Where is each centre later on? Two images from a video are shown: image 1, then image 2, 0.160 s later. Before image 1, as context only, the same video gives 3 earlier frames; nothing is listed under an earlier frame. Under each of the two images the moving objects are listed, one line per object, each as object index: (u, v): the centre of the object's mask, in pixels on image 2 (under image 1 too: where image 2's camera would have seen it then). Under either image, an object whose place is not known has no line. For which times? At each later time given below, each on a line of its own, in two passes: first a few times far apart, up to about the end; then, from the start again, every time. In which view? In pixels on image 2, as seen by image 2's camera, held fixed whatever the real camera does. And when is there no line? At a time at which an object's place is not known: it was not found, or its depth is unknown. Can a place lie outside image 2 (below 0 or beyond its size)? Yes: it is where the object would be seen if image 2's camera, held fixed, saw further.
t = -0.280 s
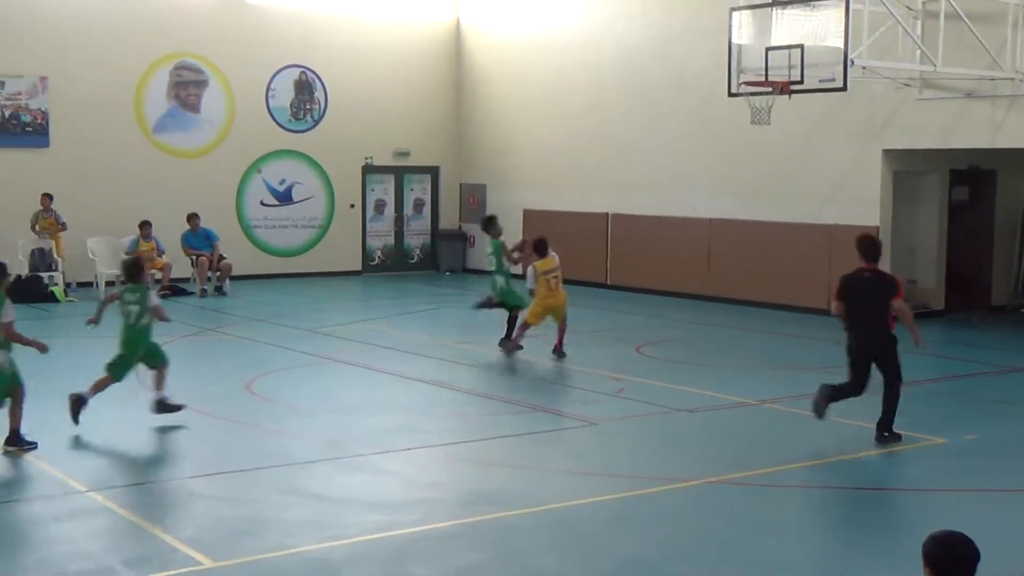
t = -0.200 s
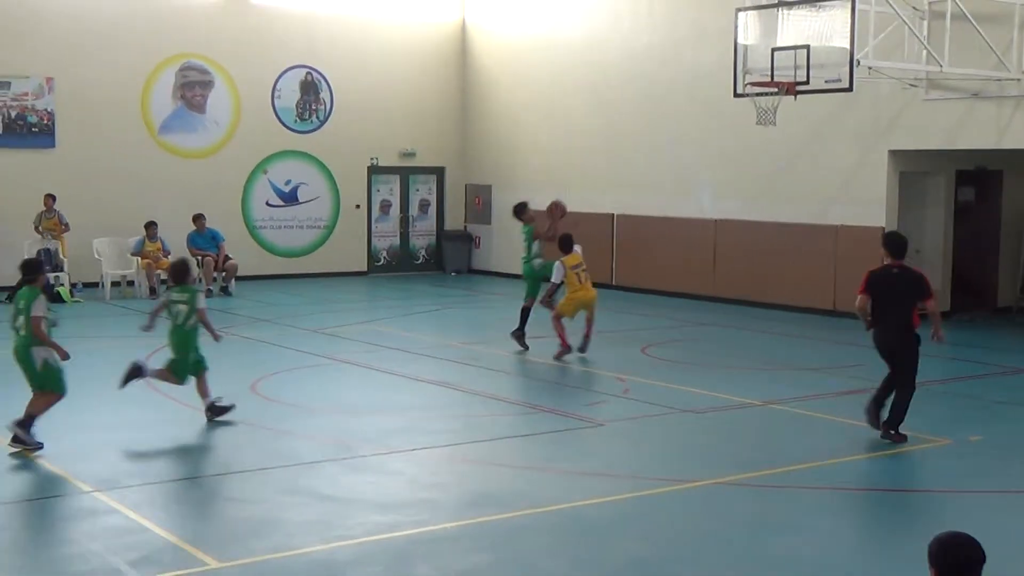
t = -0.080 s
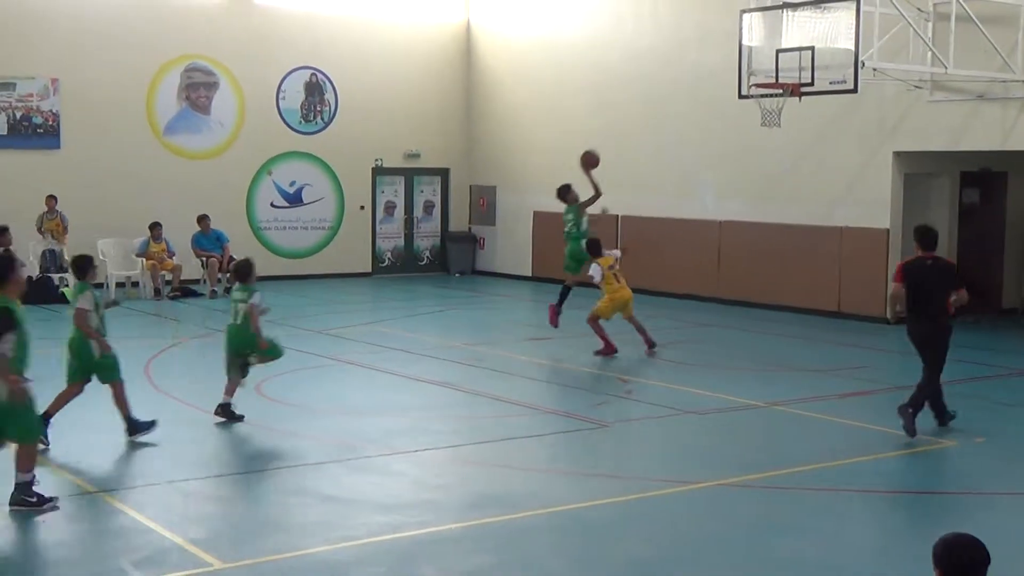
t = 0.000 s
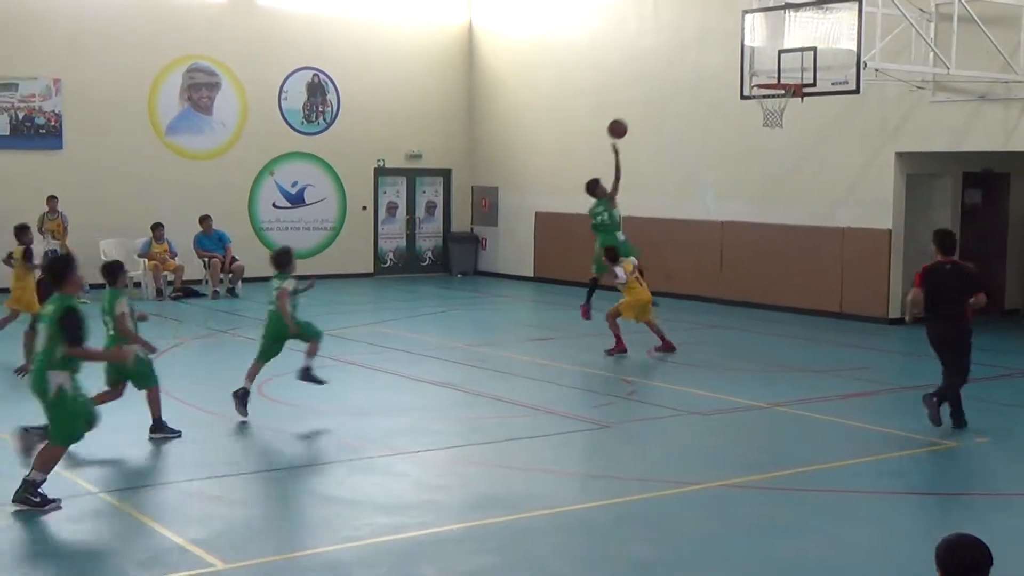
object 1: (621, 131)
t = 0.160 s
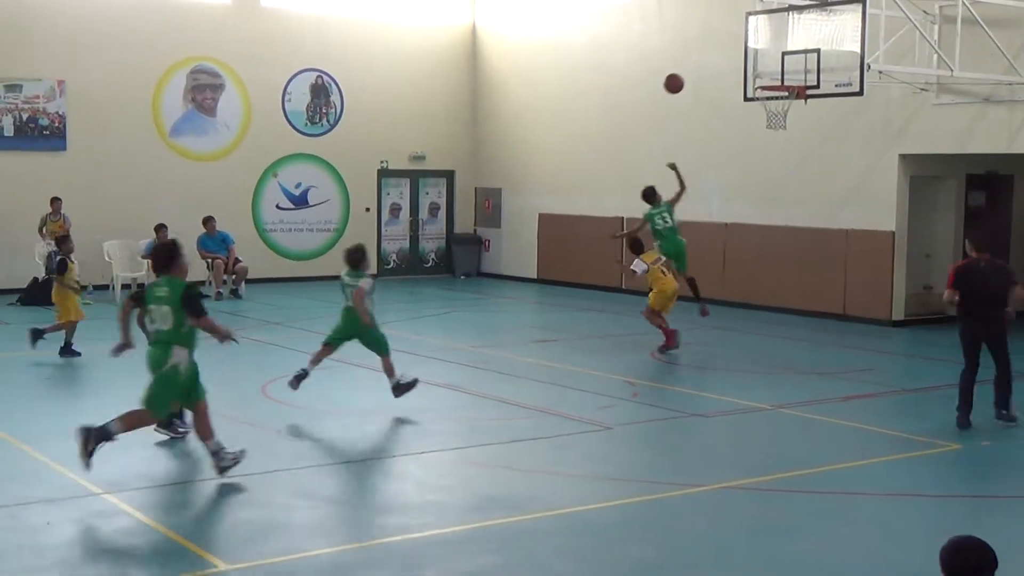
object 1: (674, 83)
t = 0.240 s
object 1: (700, 68)
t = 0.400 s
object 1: (752, 54)
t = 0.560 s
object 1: (782, 62)
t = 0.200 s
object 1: (687, 75)
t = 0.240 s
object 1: (700, 68)
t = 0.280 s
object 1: (713, 63)
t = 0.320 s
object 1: (726, 58)
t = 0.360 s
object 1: (739, 56)
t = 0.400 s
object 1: (752, 54)
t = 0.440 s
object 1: (765, 54)
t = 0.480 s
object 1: (777, 56)
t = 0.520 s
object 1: (785, 58)
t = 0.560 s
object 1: (782, 62)
